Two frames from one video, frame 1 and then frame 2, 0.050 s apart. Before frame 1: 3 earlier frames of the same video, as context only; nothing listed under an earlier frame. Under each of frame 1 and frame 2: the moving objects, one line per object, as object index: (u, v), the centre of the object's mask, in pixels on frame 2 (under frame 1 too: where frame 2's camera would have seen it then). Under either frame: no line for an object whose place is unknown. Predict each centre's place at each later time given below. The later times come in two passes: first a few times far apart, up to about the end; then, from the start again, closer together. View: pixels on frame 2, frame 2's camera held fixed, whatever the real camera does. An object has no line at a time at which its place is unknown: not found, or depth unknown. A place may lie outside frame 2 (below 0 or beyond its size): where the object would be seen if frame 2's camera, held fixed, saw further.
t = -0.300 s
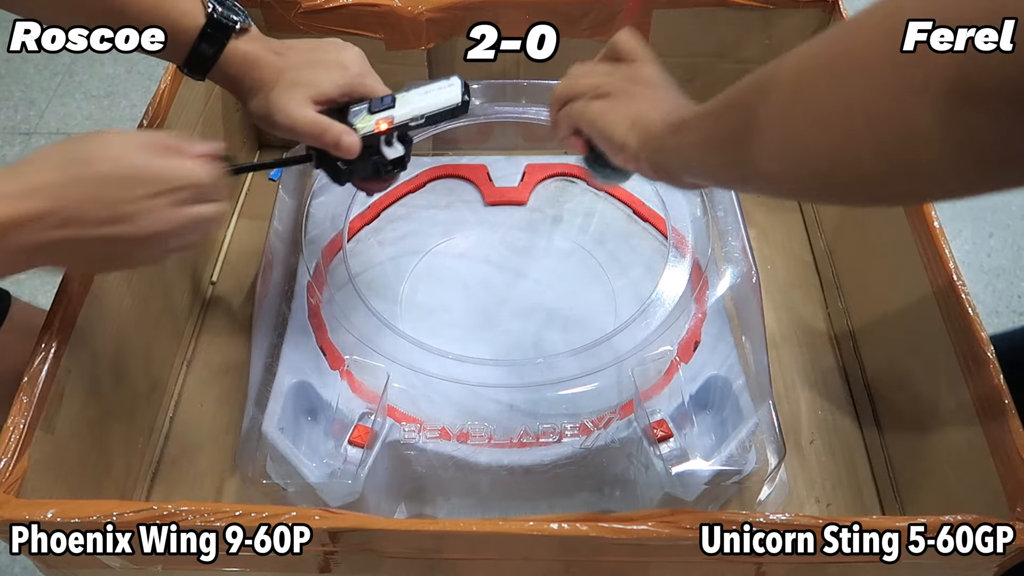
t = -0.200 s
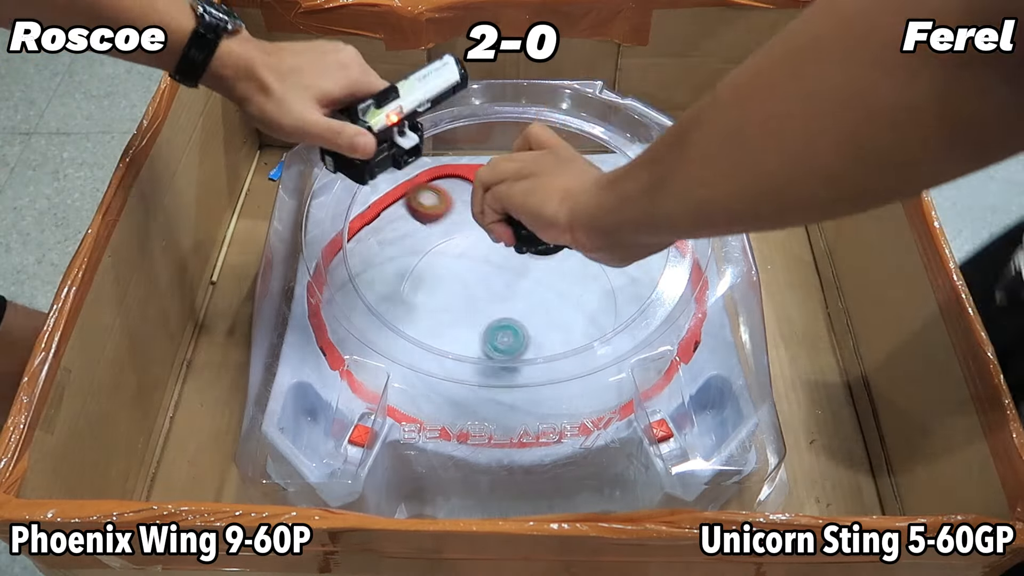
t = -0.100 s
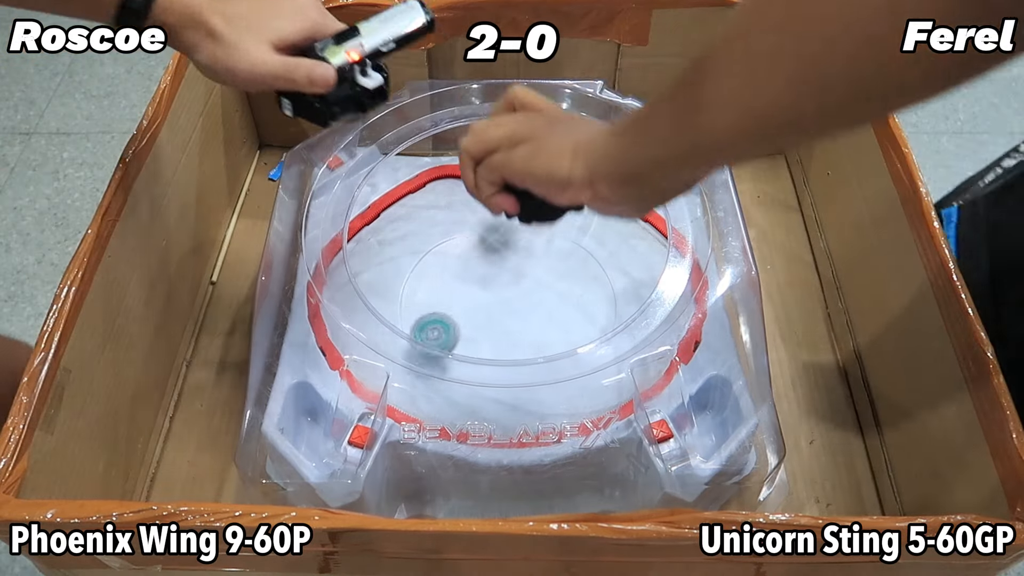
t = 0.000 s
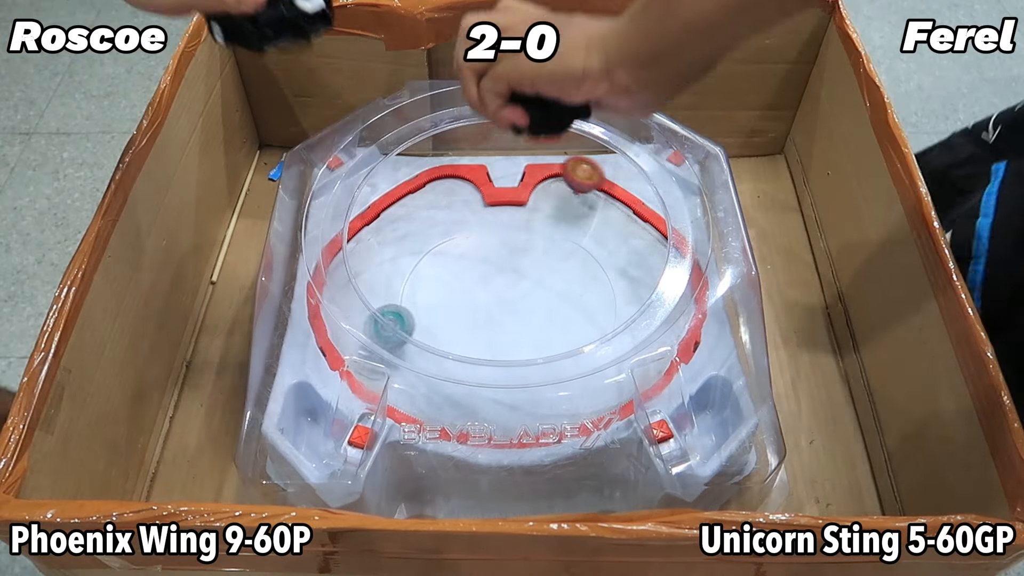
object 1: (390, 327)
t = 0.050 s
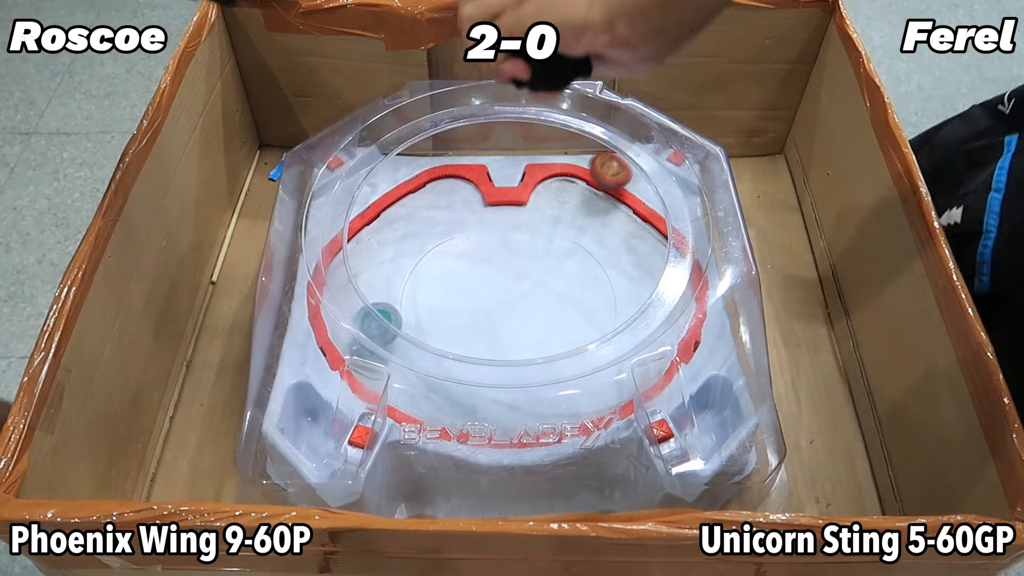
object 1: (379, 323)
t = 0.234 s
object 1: (387, 330)
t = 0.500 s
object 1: (560, 345)
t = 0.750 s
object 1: (645, 224)
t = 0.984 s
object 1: (405, 262)
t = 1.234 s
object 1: (478, 337)
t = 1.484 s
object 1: (571, 214)
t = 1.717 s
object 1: (544, 212)
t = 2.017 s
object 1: (312, 274)
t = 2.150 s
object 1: (420, 401)
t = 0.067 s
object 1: (374, 325)
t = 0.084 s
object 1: (372, 324)
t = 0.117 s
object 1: (370, 324)
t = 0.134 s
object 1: (370, 324)
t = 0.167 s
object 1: (373, 326)
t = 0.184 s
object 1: (374, 327)
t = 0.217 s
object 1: (383, 328)
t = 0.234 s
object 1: (387, 330)
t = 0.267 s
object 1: (398, 335)
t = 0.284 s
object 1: (404, 339)
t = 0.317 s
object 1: (420, 347)
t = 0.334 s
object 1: (428, 351)
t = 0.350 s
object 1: (440, 352)
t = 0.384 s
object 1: (461, 359)
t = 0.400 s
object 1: (474, 362)
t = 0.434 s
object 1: (502, 361)
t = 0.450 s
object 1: (516, 359)
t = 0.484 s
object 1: (545, 348)
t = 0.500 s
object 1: (560, 345)
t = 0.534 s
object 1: (587, 335)
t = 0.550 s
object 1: (599, 326)
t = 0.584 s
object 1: (618, 312)
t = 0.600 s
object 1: (627, 304)
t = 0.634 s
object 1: (642, 288)
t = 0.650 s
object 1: (648, 280)
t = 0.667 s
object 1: (653, 272)
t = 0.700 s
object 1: (661, 256)
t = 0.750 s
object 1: (645, 224)
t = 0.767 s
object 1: (625, 212)
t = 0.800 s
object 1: (587, 189)
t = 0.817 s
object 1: (592, 179)
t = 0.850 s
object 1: (555, 188)
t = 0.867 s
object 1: (534, 194)
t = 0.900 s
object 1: (493, 209)
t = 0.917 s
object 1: (473, 217)
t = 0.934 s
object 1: (453, 226)
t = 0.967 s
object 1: (419, 248)
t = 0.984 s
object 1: (405, 262)
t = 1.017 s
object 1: (381, 291)
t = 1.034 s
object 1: (369, 307)
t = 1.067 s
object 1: (346, 341)
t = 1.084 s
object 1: (345, 354)
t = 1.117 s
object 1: (400, 386)
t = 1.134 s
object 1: (425, 401)
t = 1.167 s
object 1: (439, 380)
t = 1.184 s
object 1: (449, 365)
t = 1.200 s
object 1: (459, 354)
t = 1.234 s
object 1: (478, 337)
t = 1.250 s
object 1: (487, 332)
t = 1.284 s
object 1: (505, 319)
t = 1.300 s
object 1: (514, 308)
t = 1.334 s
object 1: (530, 289)
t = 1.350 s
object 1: (537, 279)
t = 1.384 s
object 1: (550, 260)
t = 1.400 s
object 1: (556, 251)
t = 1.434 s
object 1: (564, 234)
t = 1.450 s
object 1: (567, 227)
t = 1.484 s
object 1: (571, 214)
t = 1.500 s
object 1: (571, 209)
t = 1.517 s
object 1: (571, 203)
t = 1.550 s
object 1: (567, 195)
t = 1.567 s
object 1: (565, 192)
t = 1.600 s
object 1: (556, 188)
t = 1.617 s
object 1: (551, 187)
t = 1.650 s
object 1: (540, 184)
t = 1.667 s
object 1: (534, 185)
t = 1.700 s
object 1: (540, 200)
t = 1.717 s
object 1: (544, 212)
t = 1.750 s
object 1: (550, 229)
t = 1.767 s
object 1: (552, 240)
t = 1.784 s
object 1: (553, 251)
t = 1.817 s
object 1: (538, 249)
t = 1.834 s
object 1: (505, 214)
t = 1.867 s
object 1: (447, 158)
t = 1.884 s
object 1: (425, 154)
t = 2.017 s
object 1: (312, 274)
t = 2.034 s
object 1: (315, 293)
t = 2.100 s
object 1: (349, 372)
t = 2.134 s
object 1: (390, 396)
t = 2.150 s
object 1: (420, 401)
